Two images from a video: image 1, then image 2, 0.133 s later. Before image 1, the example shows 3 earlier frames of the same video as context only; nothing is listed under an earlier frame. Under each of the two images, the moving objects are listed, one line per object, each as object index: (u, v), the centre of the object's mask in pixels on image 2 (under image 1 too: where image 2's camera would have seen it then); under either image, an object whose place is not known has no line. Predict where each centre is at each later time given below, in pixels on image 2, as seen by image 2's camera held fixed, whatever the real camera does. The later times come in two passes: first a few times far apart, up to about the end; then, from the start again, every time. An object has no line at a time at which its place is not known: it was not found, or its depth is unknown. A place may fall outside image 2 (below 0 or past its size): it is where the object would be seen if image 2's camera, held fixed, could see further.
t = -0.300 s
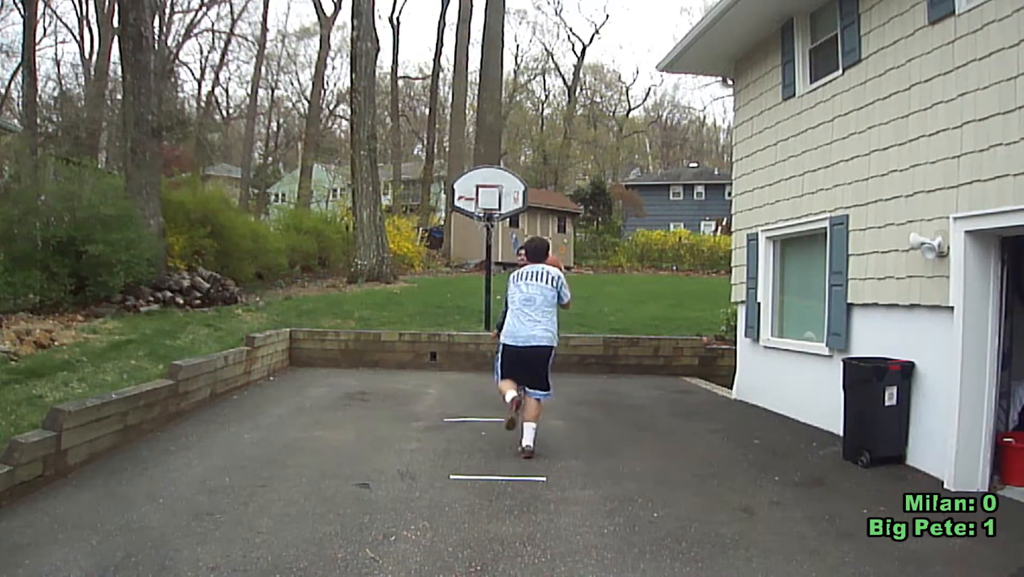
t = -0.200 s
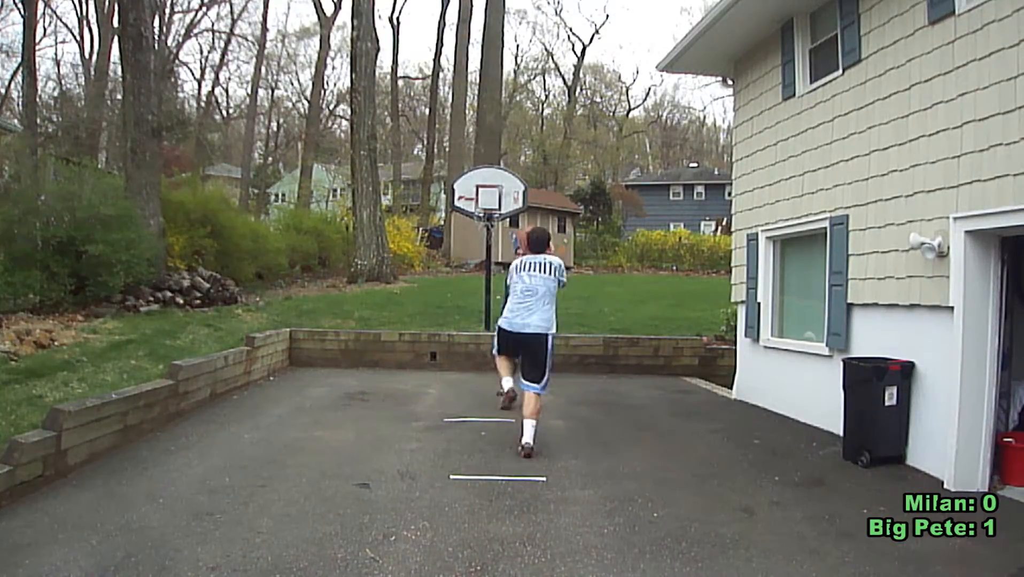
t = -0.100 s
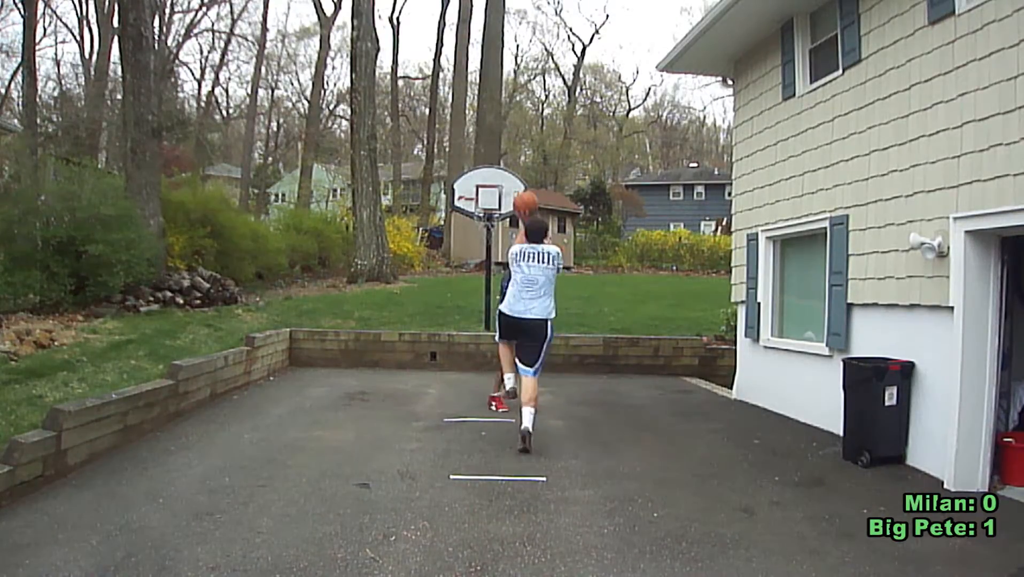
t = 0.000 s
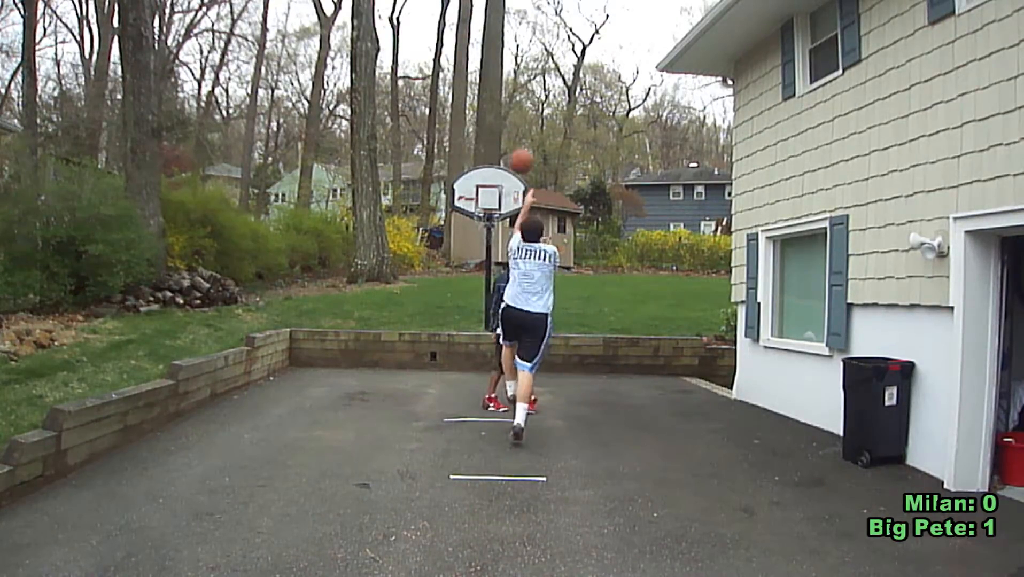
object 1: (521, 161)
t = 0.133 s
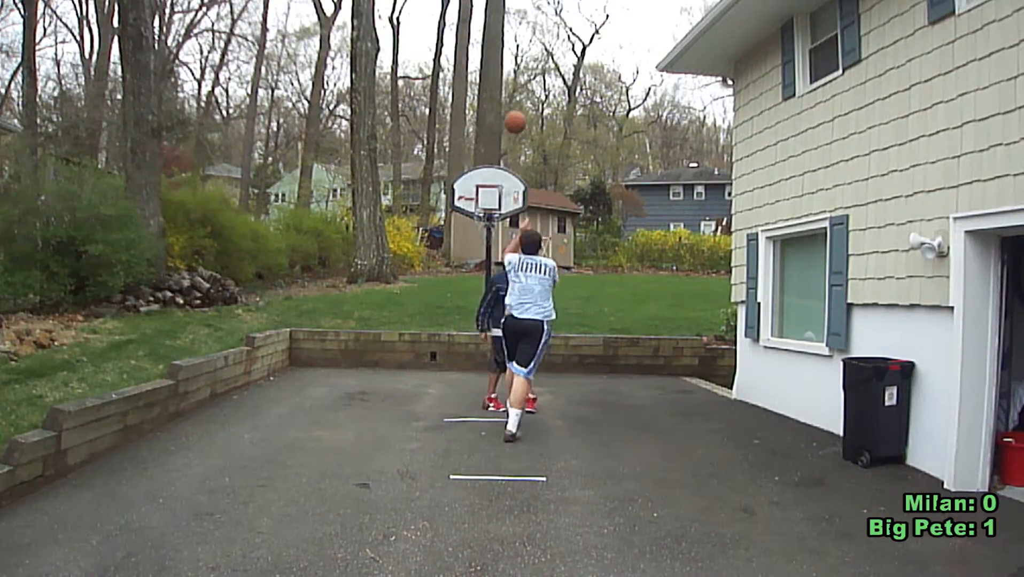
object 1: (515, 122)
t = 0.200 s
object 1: (512, 111)
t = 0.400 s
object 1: (505, 101)
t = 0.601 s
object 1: (497, 122)
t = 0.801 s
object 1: (489, 167)
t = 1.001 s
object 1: (485, 200)
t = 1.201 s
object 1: (483, 201)
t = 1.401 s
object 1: (481, 203)
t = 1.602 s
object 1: (480, 215)
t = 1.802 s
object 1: (485, 230)
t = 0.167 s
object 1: (514, 116)
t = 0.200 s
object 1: (512, 111)
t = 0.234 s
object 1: (511, 106)
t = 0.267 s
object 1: (510, 104)
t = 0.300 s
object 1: (509, 102)
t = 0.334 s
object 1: (507, 101)
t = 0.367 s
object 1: (506, 101)
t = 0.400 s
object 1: (505, 101)
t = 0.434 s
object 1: (503, 103)
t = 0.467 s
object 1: (502, 105)
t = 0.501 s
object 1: (501, 108)
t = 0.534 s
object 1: (499, 112)
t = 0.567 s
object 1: (498, 117)
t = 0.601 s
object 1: (497, 122)
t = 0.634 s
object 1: (495, 128)
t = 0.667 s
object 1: (494, 135)
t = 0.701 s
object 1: (493, 142)
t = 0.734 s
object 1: (492, 149)
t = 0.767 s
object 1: (491, 158)
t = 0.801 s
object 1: (489, 167)
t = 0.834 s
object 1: (488, 178)
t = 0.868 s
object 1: (487, 188)
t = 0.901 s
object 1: (486, 198)
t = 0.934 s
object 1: (485, 206)
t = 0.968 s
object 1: (485, 203)
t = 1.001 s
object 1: (485, 200)
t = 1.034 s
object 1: (485, 199)
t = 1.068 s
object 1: (485, 198)
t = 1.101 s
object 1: (485, 197)
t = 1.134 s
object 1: (484, 198)
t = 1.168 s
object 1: (484, 199)
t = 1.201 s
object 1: (483, 201)
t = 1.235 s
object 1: (482, 203)
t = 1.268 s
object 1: (482, 204)
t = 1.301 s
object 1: (482, 205)
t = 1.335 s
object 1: (481, 204)
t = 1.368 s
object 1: (481, 203)
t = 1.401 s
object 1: (481, 203)
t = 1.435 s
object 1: (480, 203)
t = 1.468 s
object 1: (480, 204)
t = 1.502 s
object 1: (479, 206)
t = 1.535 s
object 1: (480, 209)
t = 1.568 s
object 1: (480, 211)
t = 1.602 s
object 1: (480, 215)
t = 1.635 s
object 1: (479, 220)
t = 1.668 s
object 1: (480, 221)
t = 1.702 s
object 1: (481, 223)
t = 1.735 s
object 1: (482, 225)
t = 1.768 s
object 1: (483, 227)
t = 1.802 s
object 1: (485, 230)
